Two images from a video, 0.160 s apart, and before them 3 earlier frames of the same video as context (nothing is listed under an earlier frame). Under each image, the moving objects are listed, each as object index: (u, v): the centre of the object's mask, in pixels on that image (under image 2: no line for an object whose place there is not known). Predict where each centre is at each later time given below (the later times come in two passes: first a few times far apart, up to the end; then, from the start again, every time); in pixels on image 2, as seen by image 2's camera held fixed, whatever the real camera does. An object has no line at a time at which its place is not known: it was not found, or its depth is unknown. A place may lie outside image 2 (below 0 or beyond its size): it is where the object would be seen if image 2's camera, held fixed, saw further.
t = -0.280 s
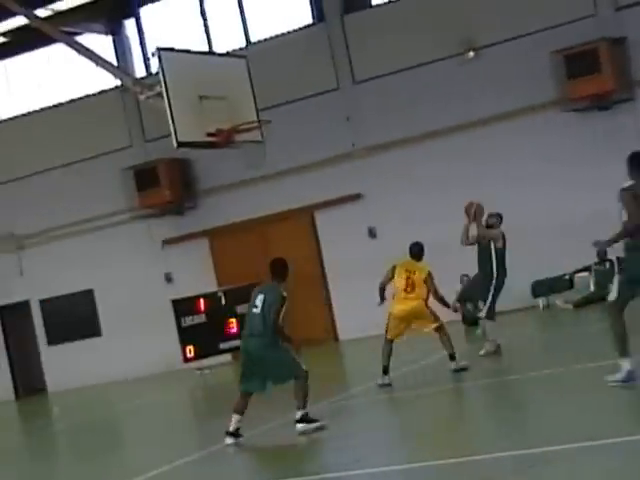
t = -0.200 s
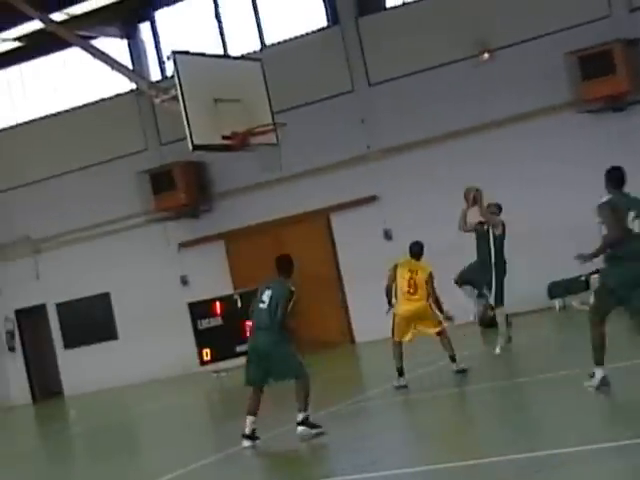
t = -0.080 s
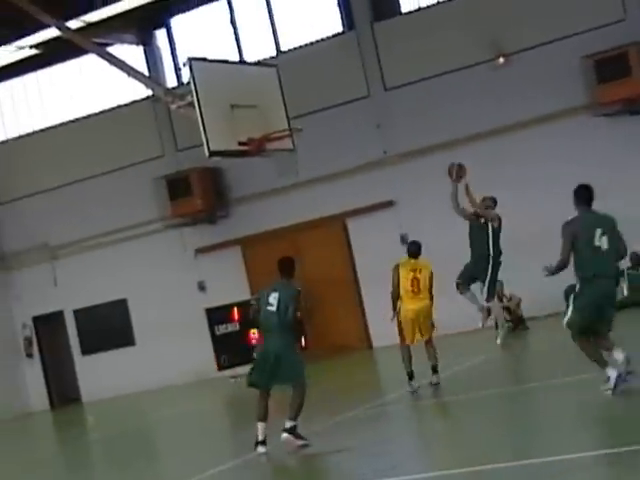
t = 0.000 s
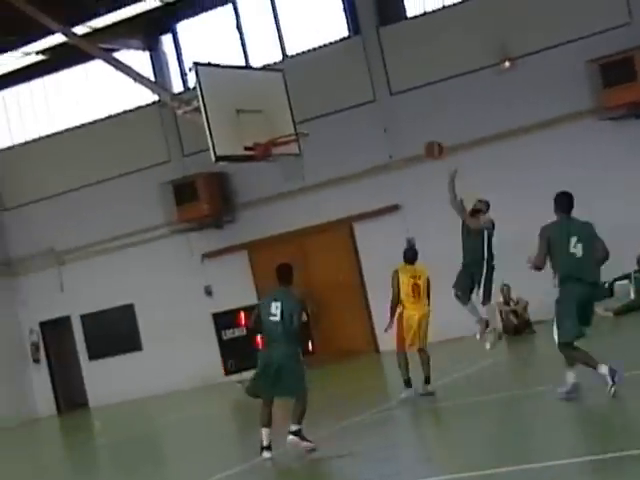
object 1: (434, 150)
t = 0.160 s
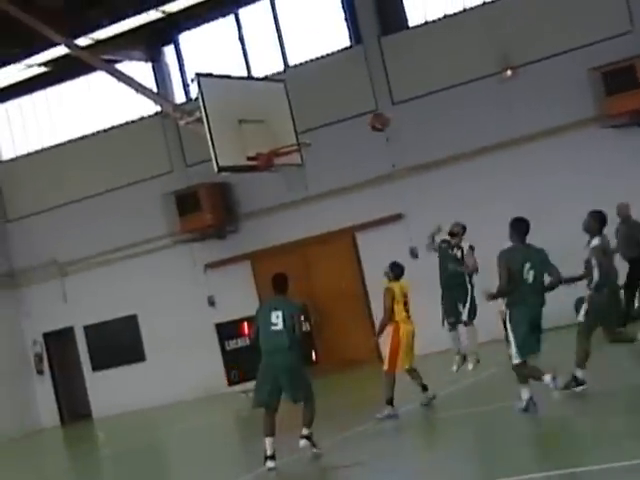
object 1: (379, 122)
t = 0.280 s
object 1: (338, 107)
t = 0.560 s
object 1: (262, 116)
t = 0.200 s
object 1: (365, 115)
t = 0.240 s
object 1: (352, 110)
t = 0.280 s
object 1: (338, 107)
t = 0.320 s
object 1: (325, 105)
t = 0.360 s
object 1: (312, 104)
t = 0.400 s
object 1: (299, 104)
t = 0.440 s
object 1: (286, 107)
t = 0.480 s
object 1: (274, 110)
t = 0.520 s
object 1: (262, 114)
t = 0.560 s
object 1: (262, 116)
